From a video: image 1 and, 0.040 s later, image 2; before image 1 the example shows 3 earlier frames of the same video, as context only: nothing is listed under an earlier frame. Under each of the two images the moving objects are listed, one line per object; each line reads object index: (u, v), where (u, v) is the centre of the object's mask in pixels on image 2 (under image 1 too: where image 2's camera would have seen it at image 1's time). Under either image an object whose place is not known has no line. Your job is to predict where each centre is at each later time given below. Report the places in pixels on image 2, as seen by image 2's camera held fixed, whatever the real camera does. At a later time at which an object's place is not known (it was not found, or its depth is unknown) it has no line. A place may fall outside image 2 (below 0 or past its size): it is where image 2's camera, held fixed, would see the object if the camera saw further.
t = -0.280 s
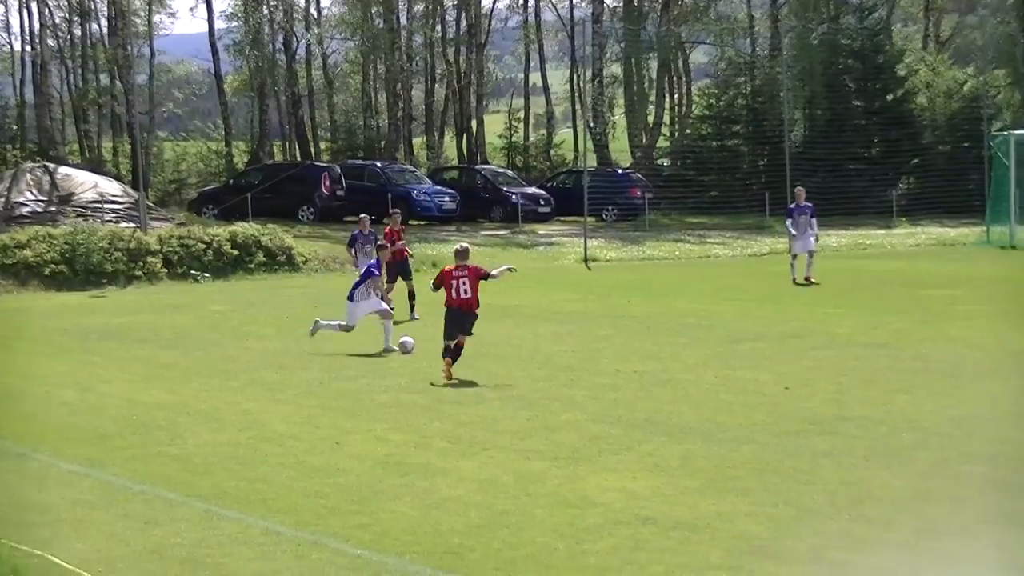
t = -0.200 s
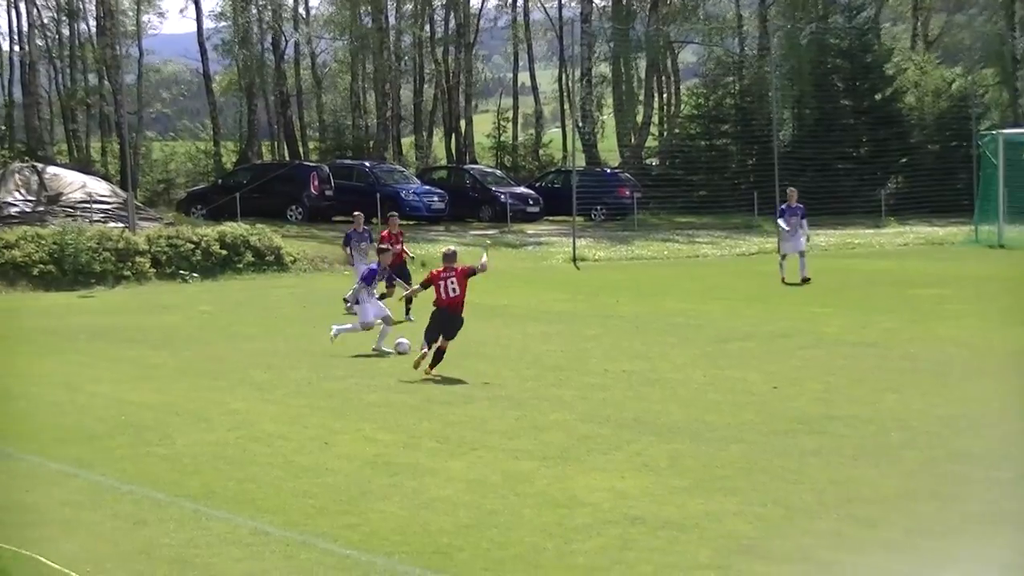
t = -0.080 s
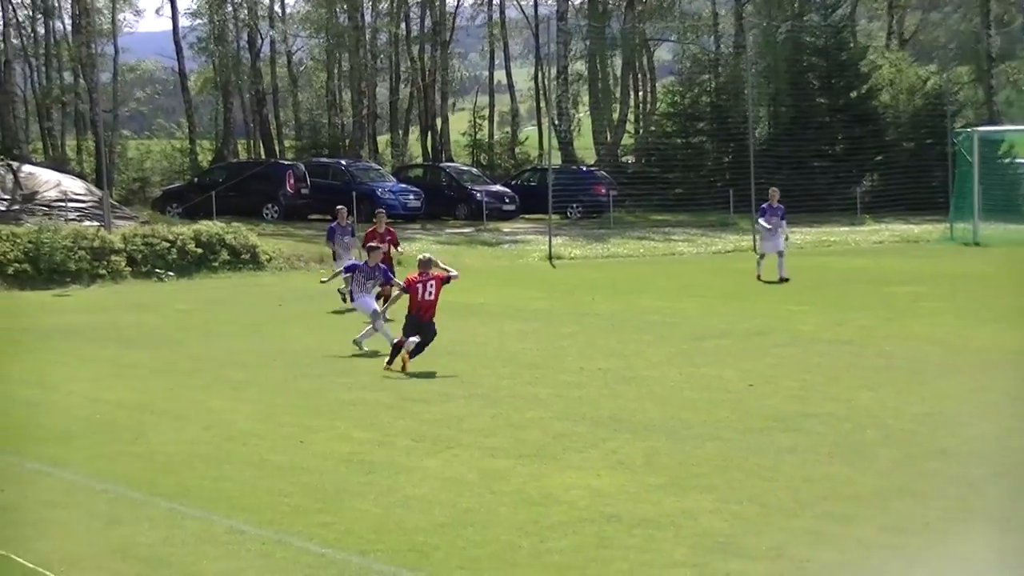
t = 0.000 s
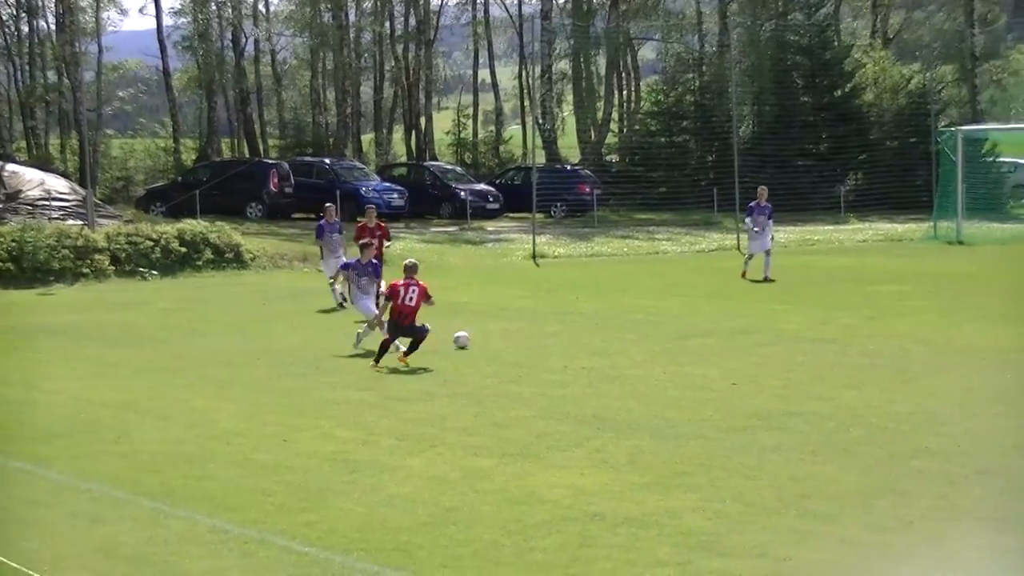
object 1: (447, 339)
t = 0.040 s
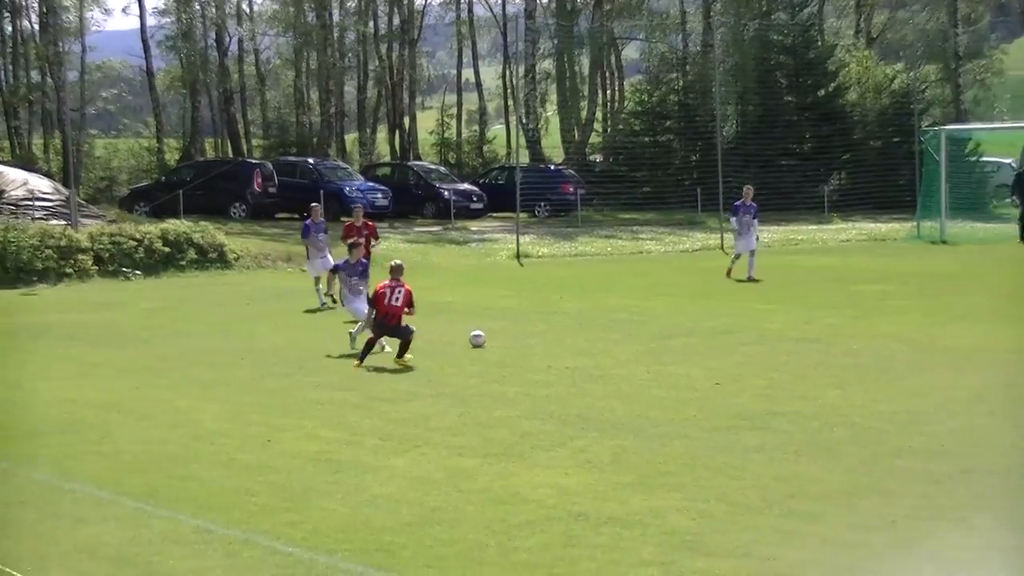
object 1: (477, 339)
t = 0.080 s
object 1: (507, 339)
